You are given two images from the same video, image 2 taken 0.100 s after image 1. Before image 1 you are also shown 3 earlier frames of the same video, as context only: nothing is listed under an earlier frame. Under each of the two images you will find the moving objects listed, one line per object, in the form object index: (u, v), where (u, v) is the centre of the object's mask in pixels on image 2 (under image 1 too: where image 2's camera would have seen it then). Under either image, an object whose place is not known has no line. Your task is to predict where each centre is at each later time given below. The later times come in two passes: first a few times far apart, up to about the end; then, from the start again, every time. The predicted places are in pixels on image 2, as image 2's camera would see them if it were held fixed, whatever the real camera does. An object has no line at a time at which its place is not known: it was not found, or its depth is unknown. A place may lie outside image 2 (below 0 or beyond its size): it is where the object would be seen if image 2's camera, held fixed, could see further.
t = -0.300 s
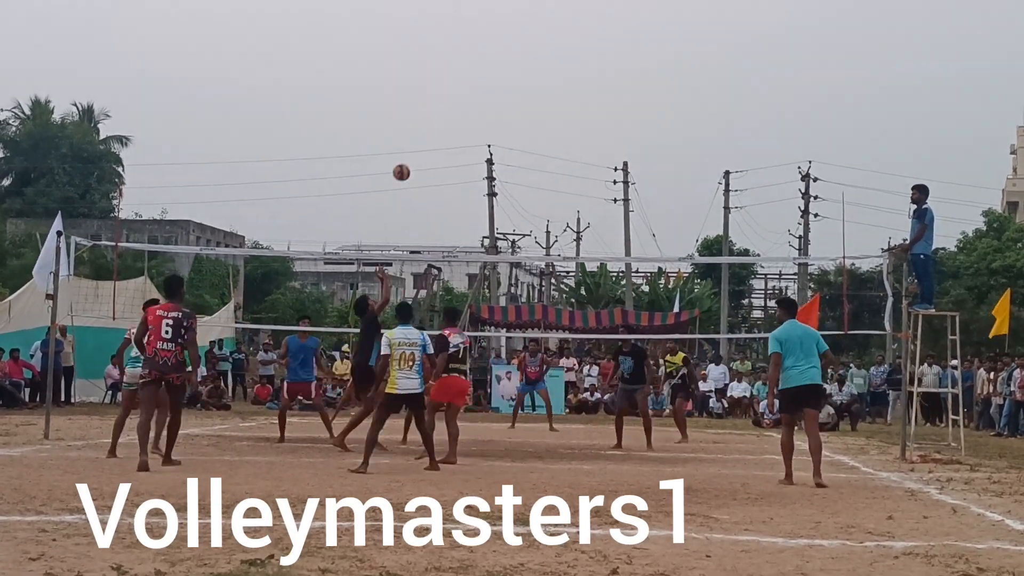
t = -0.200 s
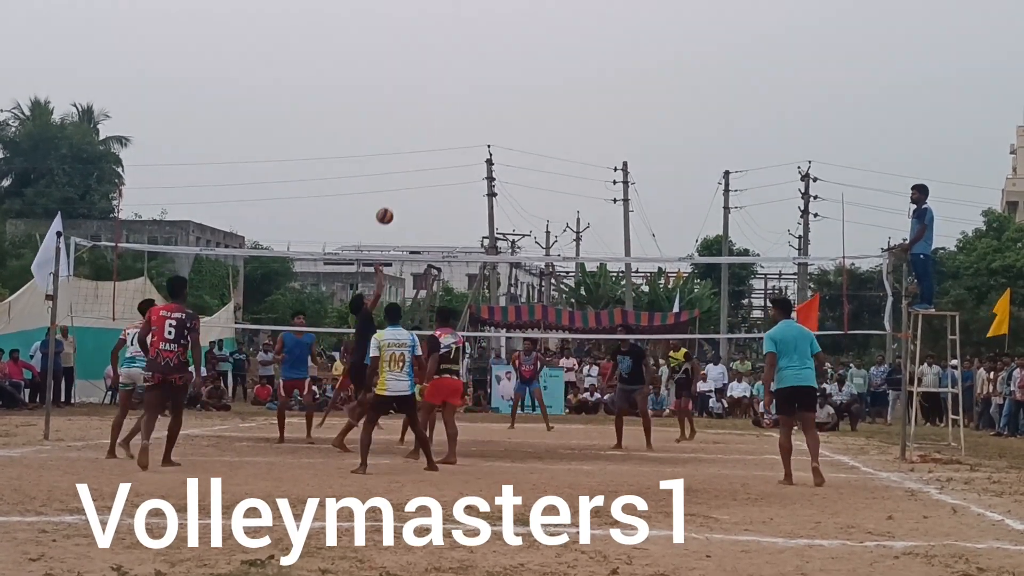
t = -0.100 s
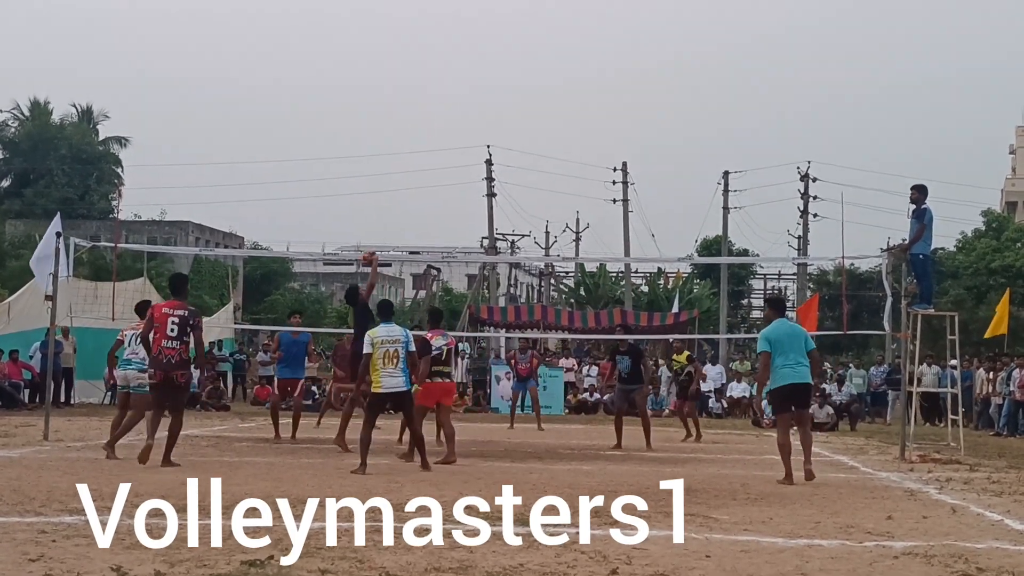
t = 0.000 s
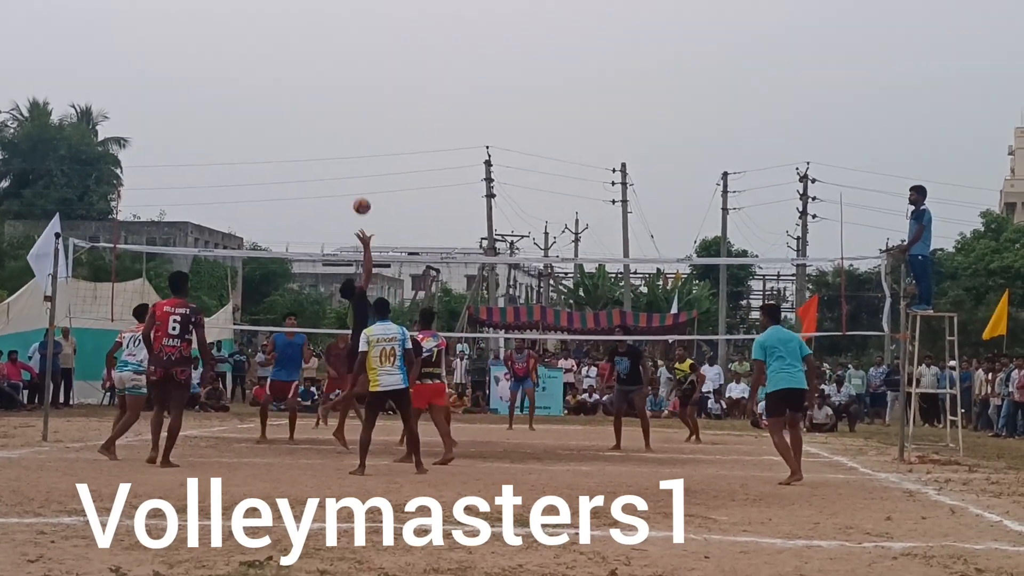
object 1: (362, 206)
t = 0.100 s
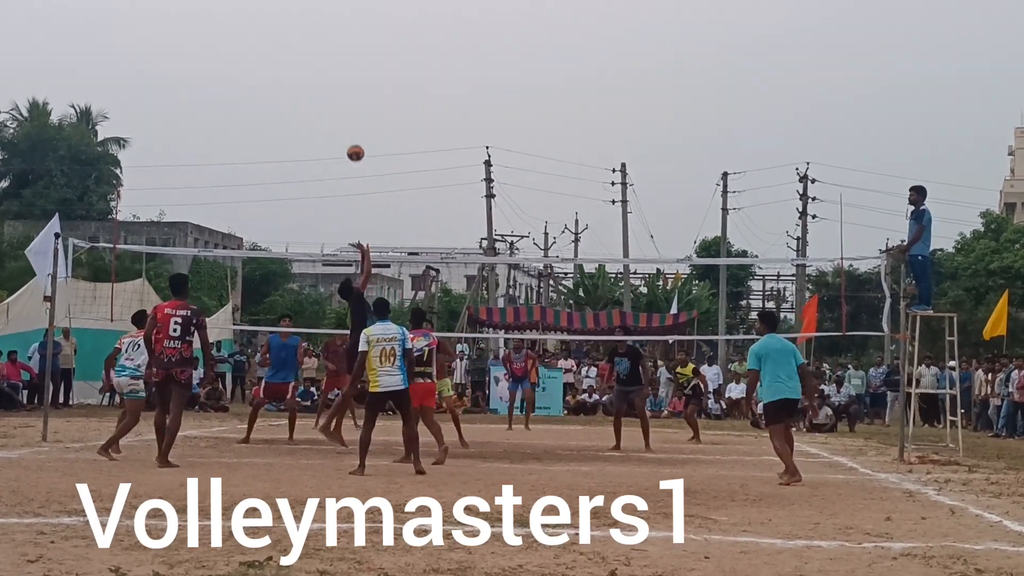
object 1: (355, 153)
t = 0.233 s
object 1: (347, 96)
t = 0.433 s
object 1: (333, 38)
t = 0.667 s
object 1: (317, 15)
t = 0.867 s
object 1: (303, 29)
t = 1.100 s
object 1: (285, 87)
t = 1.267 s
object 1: (271, 154)
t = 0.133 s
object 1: (353, 137)
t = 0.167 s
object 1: (351, 122)
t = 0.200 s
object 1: (349, 109)
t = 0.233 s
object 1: (347, 96)
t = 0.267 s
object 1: (344, 84)
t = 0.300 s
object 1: (342, 73)
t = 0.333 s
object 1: (340, 63)
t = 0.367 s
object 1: (337, 54)
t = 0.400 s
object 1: (336, 46)
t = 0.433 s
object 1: (333, 38)
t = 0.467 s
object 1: (331, 32)
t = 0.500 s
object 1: (329, 27)
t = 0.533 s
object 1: (327, 23)
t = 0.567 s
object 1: (325, 20)
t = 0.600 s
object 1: (322, 17)
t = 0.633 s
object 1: (320, 15)
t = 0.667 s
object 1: (317, 15)
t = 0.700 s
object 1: (315, 15)
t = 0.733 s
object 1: (313, 16)
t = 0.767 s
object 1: (310, 18)
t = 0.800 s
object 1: (308, 20)
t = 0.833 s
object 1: (305, 24)
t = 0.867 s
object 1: (303, 29)
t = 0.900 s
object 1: (301, 34)
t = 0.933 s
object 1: (298, 41)
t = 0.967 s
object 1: (296, 48)
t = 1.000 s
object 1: (293, 56)
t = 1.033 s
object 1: (290, 66)
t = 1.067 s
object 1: (288, 76)
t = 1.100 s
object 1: (285, 87)
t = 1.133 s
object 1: (282, 99)
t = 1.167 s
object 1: (279, 111)
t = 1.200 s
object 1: (277, 125)
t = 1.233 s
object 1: (274, 139)
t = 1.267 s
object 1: (271, 154)
